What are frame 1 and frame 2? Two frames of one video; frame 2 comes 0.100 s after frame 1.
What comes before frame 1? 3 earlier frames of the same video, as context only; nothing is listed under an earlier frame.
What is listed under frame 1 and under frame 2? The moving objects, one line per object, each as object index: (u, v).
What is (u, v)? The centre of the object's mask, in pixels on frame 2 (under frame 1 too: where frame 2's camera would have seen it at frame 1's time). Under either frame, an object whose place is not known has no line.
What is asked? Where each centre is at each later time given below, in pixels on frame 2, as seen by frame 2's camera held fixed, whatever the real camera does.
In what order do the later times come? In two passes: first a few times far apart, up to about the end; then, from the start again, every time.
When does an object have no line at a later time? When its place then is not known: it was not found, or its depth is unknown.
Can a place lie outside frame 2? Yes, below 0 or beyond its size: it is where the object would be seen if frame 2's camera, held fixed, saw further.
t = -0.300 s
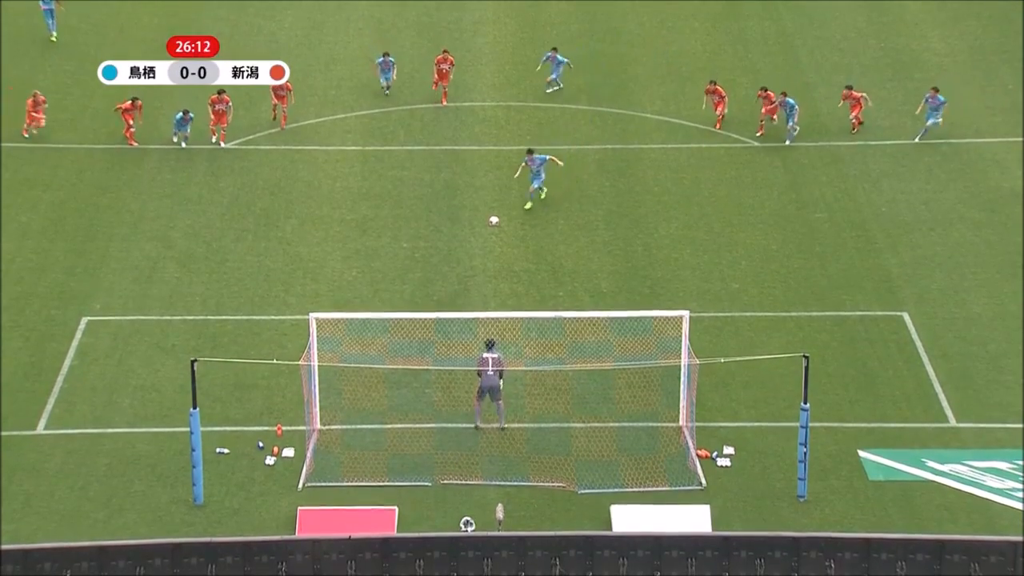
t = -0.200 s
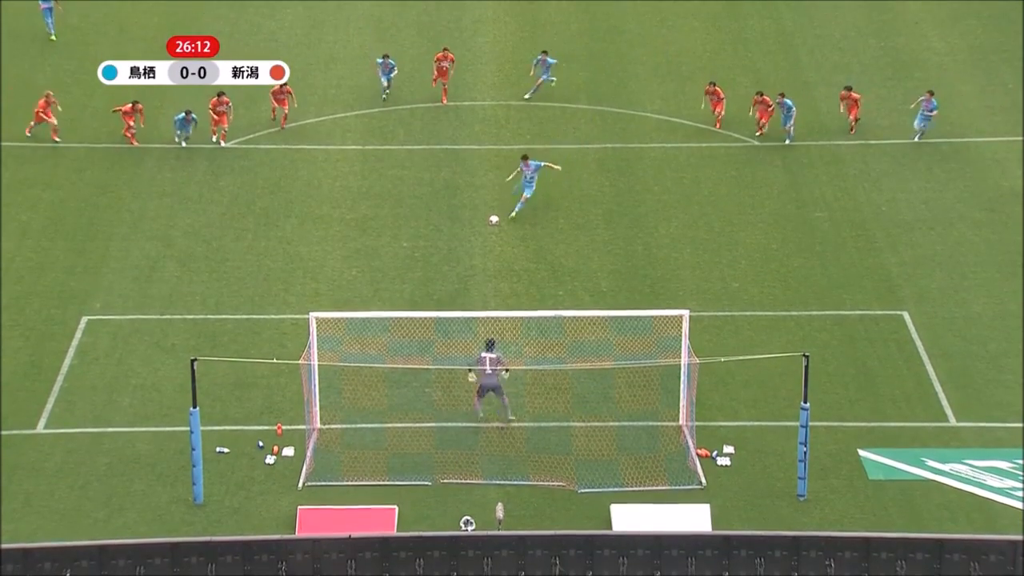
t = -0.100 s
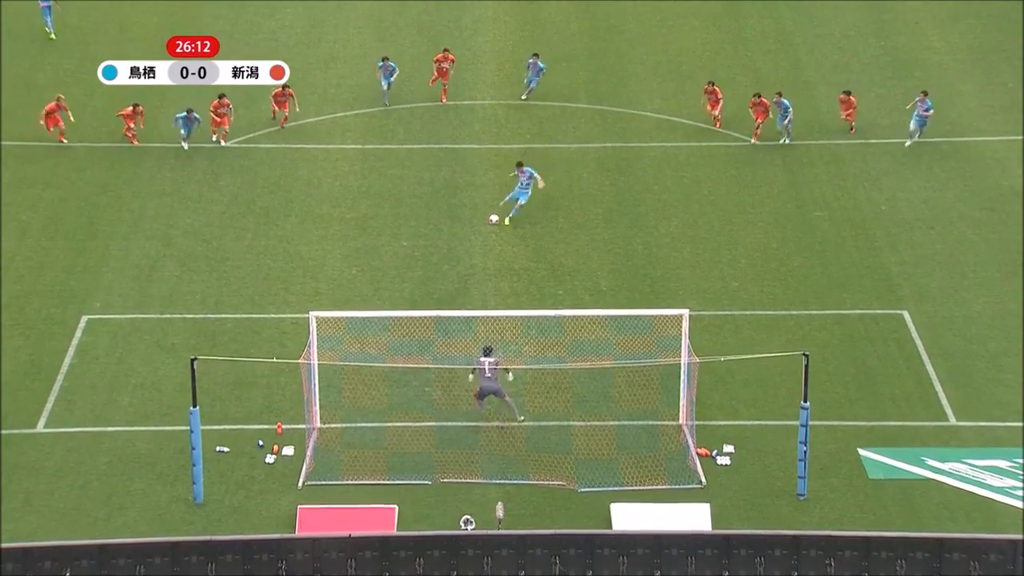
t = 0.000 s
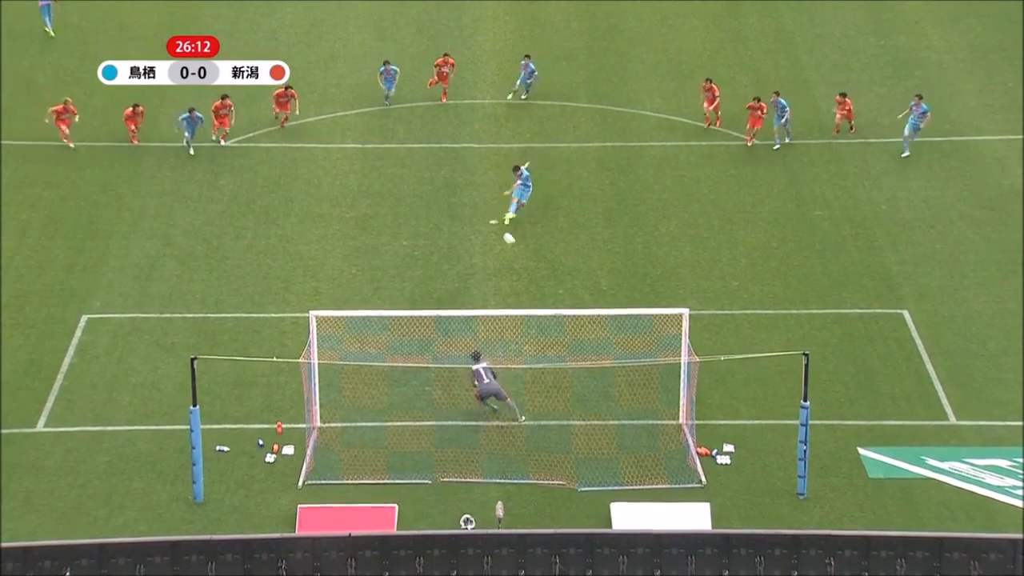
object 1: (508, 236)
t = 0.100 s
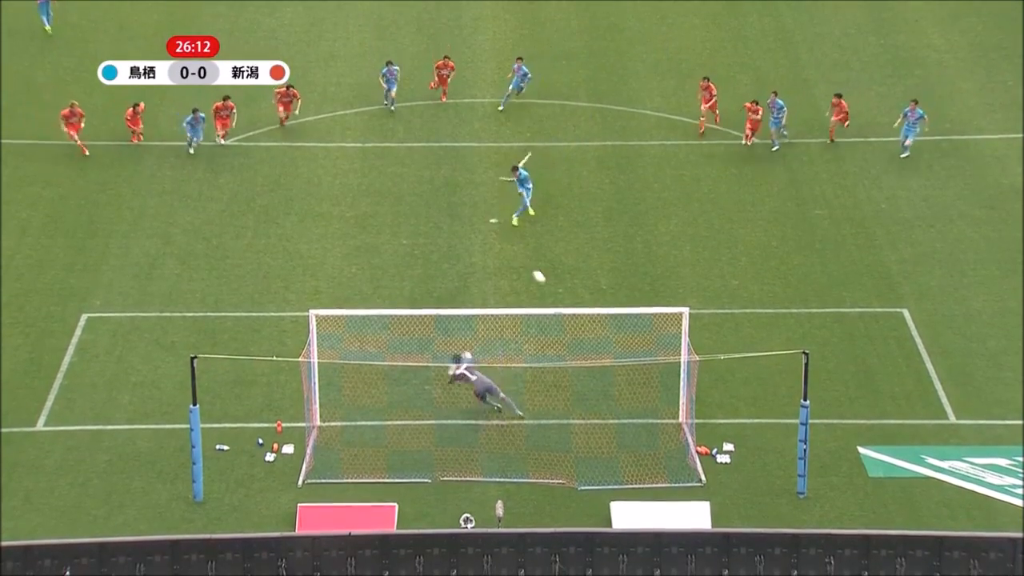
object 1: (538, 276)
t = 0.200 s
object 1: (576, 322)
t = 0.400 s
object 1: (676, 439)
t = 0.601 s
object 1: (667, 460)
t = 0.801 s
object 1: (626, 468)
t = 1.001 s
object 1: (599, 443)
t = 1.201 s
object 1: (573, 435)
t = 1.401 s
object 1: (550, 424)
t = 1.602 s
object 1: (529, 417)
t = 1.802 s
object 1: (509, 407)
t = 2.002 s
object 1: (490, 397)
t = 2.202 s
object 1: (472, 388)
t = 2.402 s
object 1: (454, 380)
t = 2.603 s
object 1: (439, 371)
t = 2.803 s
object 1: (424, 364)
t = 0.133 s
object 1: (550, 291)
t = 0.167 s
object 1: (561, 304)
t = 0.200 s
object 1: (576, 322)
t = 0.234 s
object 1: (591, 340)
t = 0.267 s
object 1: (606, 358)
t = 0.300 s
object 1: (623, 377)
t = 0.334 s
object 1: (640, 398)
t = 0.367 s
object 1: (658, 419)
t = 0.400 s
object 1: (676, 439)
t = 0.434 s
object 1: (687, 449)
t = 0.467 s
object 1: (690, 454)
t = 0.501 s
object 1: (687, 458)
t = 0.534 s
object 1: (681, 459)
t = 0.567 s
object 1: (674, 460)
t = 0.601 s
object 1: (667, 460)
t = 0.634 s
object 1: (660, 460)
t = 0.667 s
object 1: (653, 461)
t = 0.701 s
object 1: (647, 462)
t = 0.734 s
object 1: (639, 464)
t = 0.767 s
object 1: (633, 466)
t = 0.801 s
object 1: (626, 468)
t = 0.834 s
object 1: (621, 463)
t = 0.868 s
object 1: (617, 458)
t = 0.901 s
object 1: (612, 454)
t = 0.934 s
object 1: (607, 449)
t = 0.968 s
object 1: (603, 446)
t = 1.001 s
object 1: (599, 443)
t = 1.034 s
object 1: (595, 441)
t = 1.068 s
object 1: (590, 438)
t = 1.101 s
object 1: (586, 437)
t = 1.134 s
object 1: (582, 436)
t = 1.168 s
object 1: (578, 436)
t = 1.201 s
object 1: (573, 435)
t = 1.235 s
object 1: (569, 436)
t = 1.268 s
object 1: (565, 437)
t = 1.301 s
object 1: (561, 433)
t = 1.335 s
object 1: (558, 430)
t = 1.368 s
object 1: (554, 426)
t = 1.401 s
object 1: (550, 424)
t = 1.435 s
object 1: (547, 422)
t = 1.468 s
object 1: (543, 420)
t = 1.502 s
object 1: (540, 420)
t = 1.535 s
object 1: (536, 419)
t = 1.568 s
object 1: (533, 419)
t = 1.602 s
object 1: (529, 417)
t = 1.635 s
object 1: (526, 414)
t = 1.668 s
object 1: (522, 411)
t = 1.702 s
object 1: (519, 410)
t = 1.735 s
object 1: (516, 409)
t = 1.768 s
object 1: (512, 408)
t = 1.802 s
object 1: (509, 407)
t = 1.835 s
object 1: (506, 405)
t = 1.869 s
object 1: (502, 403)
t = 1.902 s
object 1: (499, 401)
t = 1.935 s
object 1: (496, 400)
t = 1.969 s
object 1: (493, 399)
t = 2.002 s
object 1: (490, 397)
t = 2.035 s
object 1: (486, 396)
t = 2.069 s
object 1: (483, 394)
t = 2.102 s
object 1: (480, 393)
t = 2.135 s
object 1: (477, 391)
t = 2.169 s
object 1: (474, 389)
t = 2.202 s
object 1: (472, 388)
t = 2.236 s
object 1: (469, 387)
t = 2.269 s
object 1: (465, 385)
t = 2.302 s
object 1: (463, 383)
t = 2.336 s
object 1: (460, 382)
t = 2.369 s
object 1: (457, 381)
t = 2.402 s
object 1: (454, 380)
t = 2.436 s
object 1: (452, 378)
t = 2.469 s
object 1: (449, 377)
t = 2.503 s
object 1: (446, 376)
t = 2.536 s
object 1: (444, 375)
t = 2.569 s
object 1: (441, 373)
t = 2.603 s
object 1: (439, 371)
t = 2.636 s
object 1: (436, 370)
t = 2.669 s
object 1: (434, 370)
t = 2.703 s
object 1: (431, 368)
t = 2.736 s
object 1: (429, 366)
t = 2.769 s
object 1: (427, 365)
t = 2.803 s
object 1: (424, 364)
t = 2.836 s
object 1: (422, 363)
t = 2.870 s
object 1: (419, 362)
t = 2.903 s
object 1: (416, 361)
